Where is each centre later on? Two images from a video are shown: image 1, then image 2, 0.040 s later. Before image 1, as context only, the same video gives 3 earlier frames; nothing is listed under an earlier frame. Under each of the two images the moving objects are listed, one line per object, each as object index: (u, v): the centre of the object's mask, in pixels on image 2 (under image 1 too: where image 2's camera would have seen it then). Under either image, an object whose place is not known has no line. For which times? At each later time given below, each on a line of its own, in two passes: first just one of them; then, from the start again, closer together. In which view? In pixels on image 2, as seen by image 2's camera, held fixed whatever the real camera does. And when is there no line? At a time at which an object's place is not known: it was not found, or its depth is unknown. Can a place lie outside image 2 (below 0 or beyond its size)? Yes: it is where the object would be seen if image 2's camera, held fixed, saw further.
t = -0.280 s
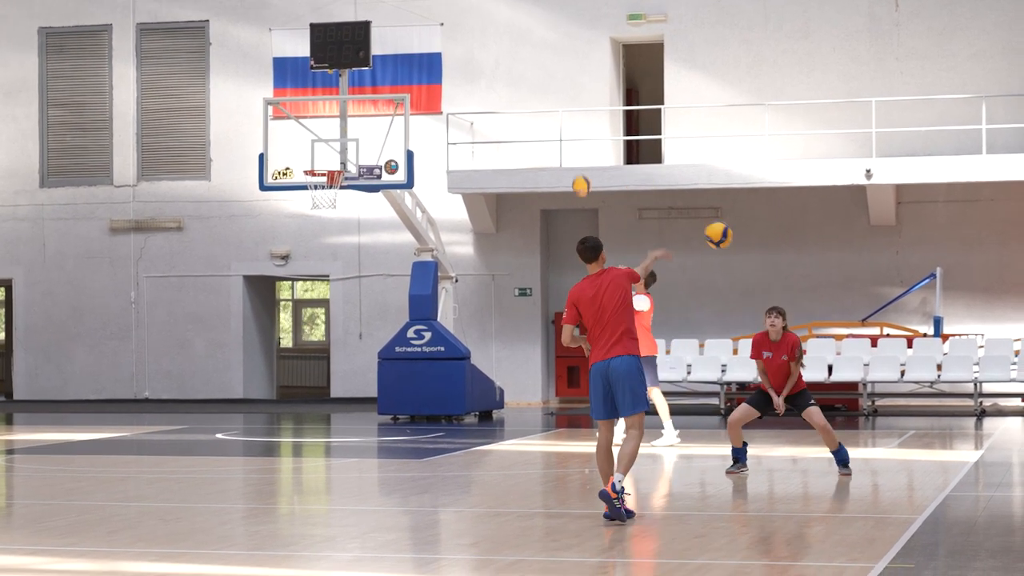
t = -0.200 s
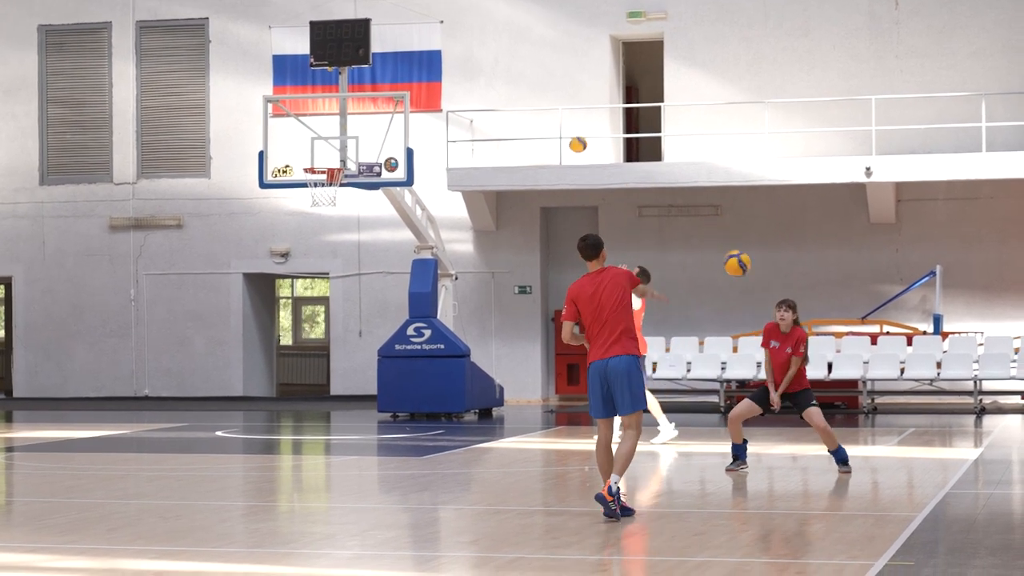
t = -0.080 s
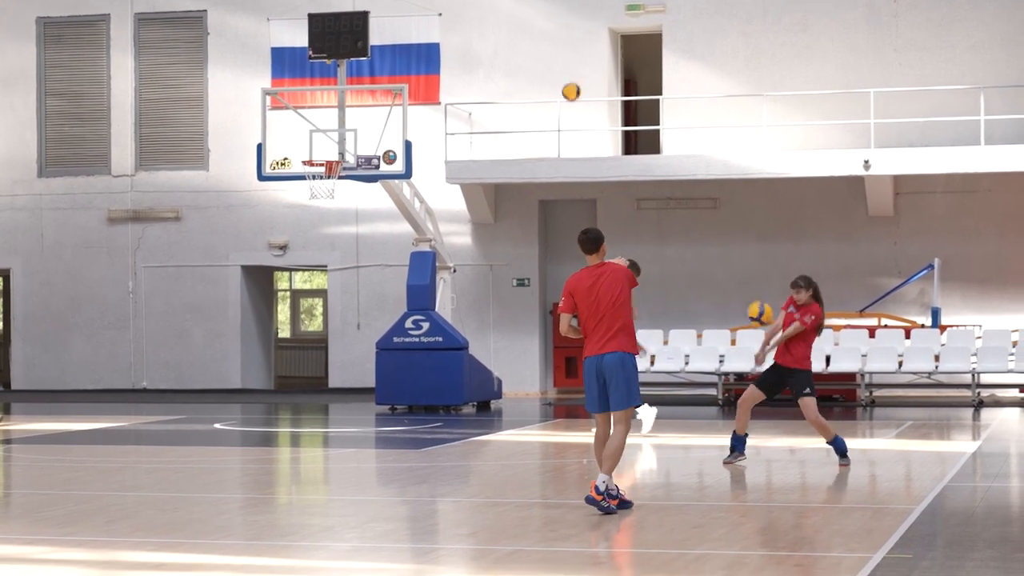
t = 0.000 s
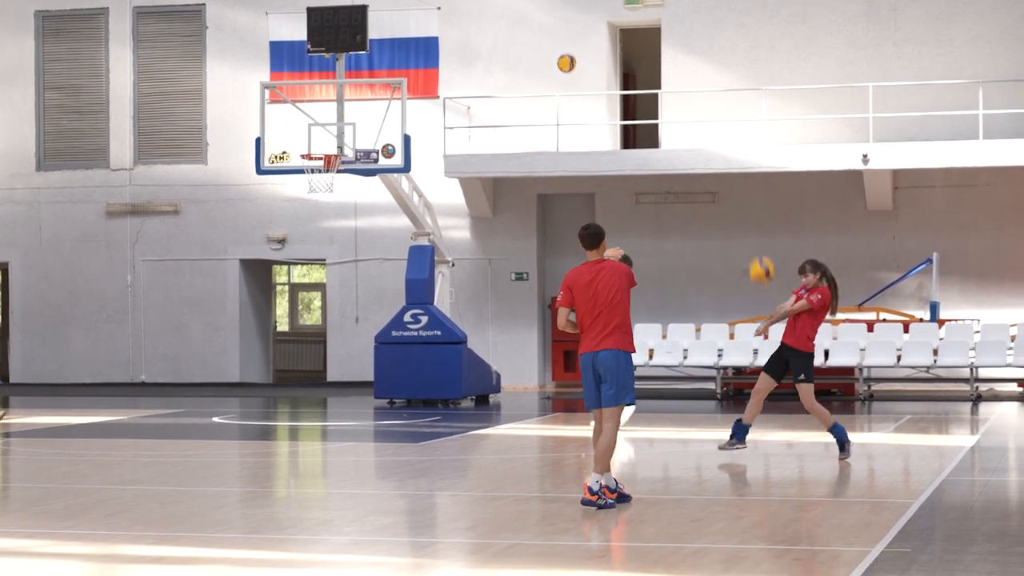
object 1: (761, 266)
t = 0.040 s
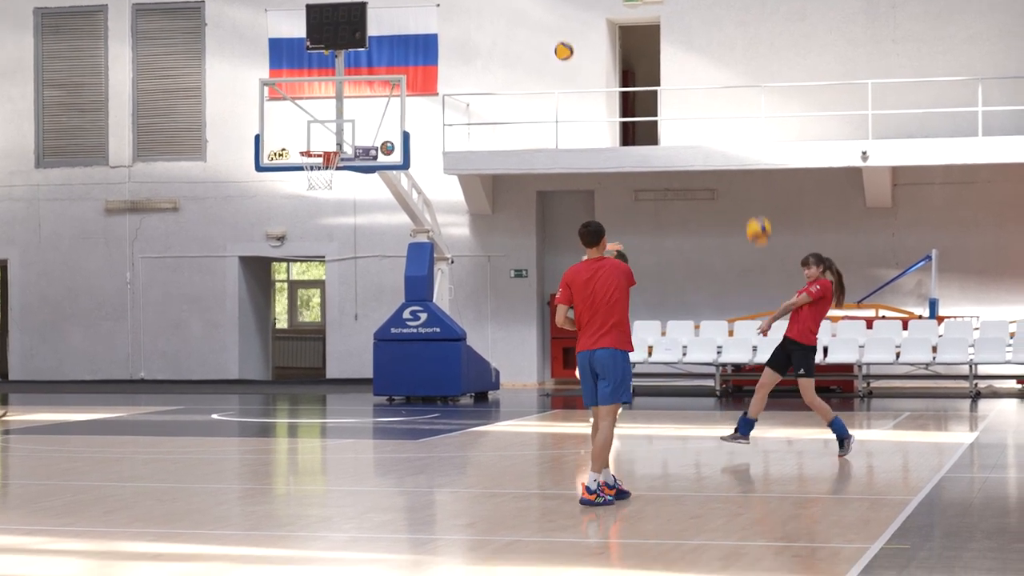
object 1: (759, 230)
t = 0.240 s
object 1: (747, 71)
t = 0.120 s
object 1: (754, 164)
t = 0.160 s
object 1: (751, 130)
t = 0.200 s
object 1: (749, 99)
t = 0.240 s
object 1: (747, 71)
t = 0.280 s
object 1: (743, 47)
